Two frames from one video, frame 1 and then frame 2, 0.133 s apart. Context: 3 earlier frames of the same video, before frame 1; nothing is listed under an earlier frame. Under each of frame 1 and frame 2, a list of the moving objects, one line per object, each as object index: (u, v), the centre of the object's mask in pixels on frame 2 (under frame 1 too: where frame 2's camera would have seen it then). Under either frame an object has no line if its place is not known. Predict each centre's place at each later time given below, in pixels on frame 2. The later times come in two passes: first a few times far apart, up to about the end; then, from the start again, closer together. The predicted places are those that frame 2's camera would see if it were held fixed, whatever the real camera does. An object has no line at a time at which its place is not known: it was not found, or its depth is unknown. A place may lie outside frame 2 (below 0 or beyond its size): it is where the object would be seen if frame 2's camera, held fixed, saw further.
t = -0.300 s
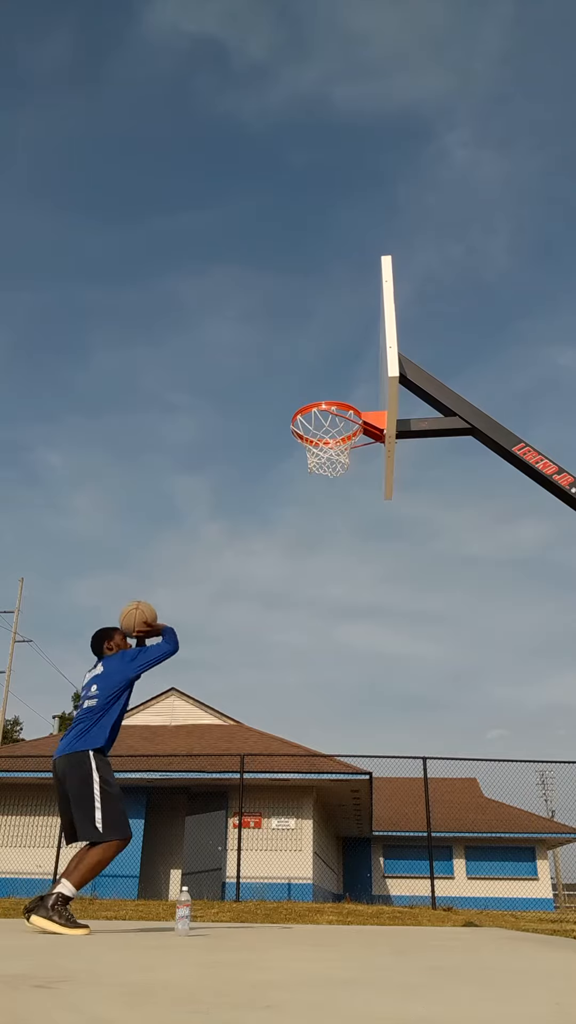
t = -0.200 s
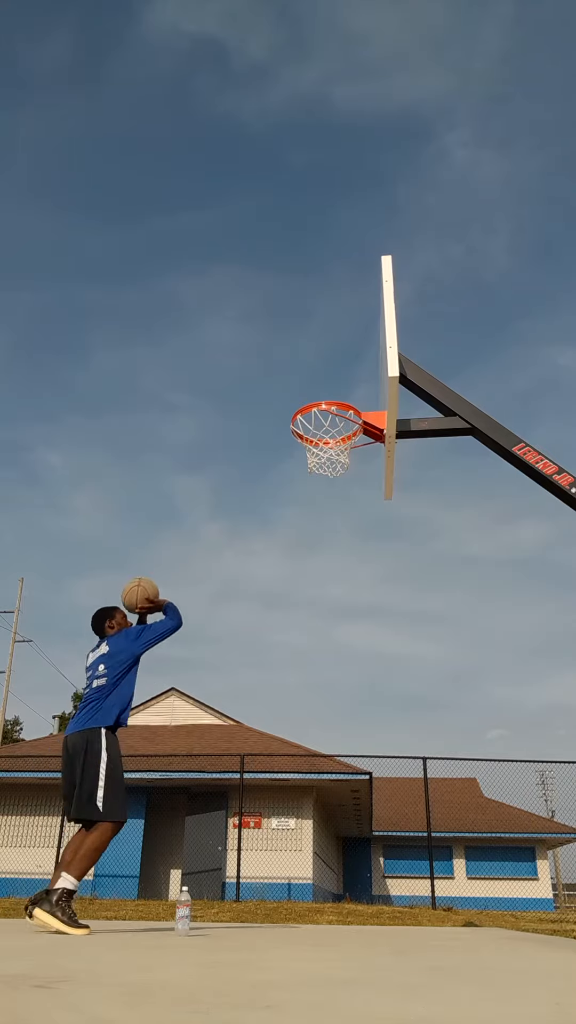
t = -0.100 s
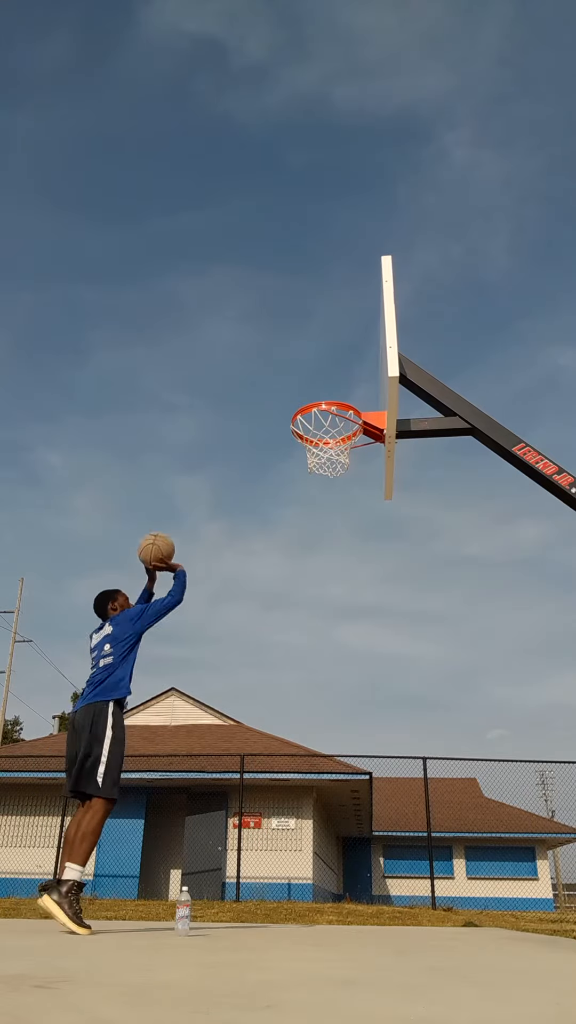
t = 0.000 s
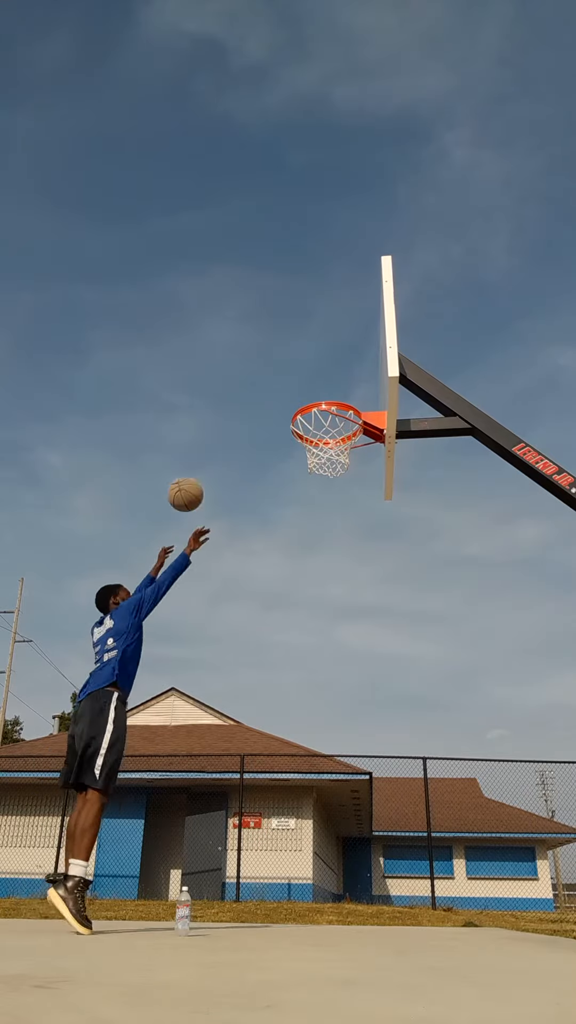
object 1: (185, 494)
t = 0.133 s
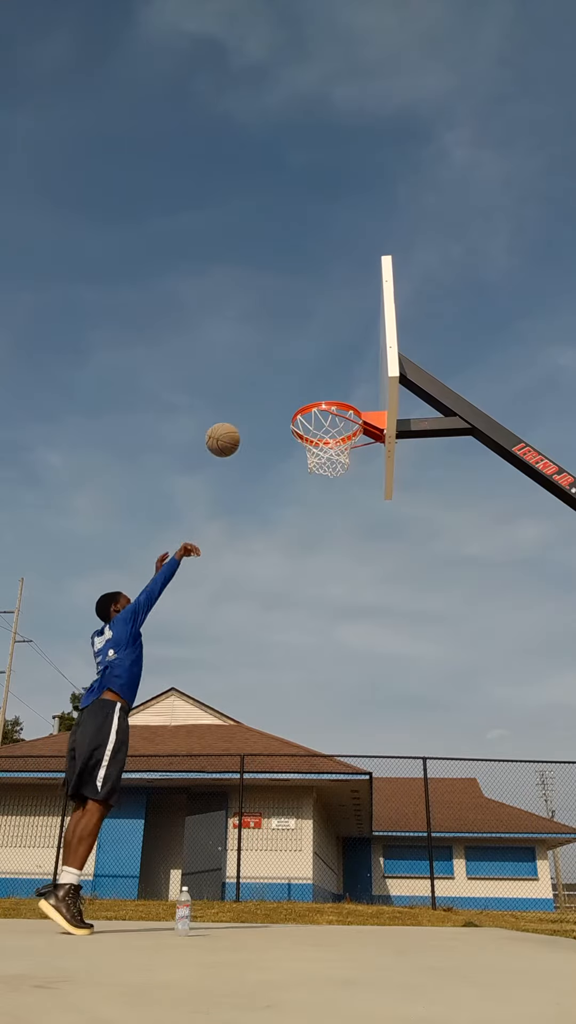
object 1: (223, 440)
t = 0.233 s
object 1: (248, 414)
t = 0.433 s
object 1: (296, 397)
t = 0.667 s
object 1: (333, 426)
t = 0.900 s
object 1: (310, 454)
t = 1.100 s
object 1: (315, 497)
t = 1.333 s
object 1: (323, 623)
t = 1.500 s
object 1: (327, 780)
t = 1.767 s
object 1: (334, 759)
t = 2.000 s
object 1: (341, 638)
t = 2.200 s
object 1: (347, 610)
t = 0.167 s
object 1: (231, 430)
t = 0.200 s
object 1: (240, 421)
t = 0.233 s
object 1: (248, 414)
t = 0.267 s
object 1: (257, 408)
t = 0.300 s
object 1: (265, 404)
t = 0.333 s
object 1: (273, 400)
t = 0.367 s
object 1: (281, 399)
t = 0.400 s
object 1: (289, 397)
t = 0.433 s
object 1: (296, 397)
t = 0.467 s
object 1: (303, 396)
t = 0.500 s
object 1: (311, 397)
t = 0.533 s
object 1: (321, 408)
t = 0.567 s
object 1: (329, 415)
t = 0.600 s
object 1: (336, 423)
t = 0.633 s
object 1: (338, 426)
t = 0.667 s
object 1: (333, 426)
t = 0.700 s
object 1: (328, 430)
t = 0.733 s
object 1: (322, 435)
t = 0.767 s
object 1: (316, 439)
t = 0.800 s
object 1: (314, 440)
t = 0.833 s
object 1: (311, 442)
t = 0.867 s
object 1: (310, 452)
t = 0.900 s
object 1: (310, 454)
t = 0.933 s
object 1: (310, 457)
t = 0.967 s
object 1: (310, 462)
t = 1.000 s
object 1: (311, 468)
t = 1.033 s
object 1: (312, 476)
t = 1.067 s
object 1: (314, 485)
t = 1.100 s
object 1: (315, 497)
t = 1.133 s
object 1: (316, 510)
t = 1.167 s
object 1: (317, 524)
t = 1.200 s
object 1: (318, 540)
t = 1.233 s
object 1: (320, 558)
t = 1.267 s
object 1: (321, 577)
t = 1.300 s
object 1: (322, 599)
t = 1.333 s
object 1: (323, 623)
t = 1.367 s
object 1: (324, 649)
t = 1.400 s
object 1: (325, 677)
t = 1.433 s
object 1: (326, 708)
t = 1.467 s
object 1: (327, 742)
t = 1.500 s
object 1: (327, 780)
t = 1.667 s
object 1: (332, 850)
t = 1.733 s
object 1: (333, 786)
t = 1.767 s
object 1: (334, 759)
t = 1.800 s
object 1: (336, 734)
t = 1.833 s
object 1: (337, 713)
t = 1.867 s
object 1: (338, 693)
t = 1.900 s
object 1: (339, 676)
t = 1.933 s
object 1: (339, 662)
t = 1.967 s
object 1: (340, 649)
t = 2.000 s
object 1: (341, 638)
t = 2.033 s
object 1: (342, 629)
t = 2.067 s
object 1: (343, 622)
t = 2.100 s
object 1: (344, 616)
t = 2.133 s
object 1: (345, 613)
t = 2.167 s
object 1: (346, 611)
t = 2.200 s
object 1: (347, 610)
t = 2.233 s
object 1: (348, 611)
